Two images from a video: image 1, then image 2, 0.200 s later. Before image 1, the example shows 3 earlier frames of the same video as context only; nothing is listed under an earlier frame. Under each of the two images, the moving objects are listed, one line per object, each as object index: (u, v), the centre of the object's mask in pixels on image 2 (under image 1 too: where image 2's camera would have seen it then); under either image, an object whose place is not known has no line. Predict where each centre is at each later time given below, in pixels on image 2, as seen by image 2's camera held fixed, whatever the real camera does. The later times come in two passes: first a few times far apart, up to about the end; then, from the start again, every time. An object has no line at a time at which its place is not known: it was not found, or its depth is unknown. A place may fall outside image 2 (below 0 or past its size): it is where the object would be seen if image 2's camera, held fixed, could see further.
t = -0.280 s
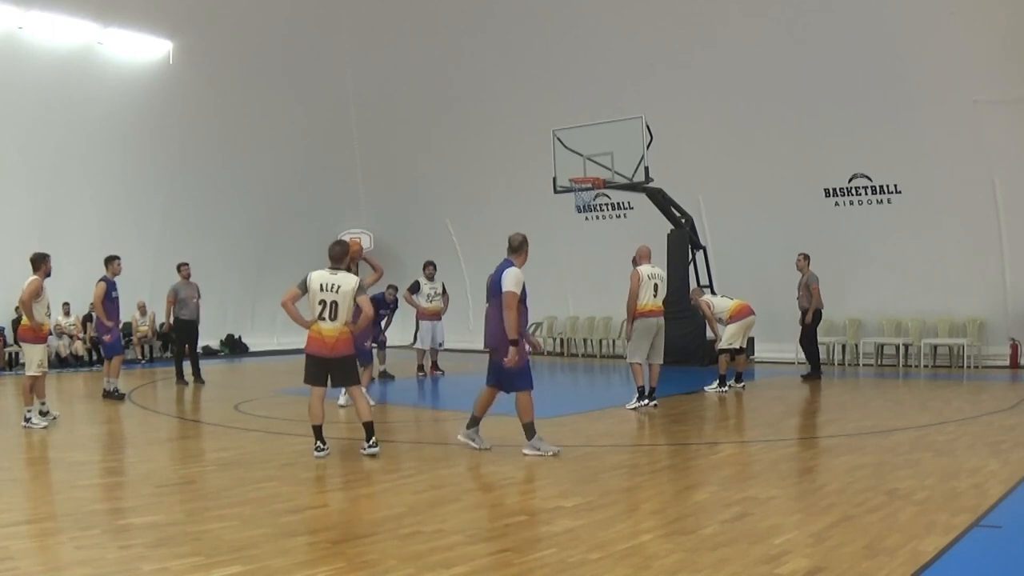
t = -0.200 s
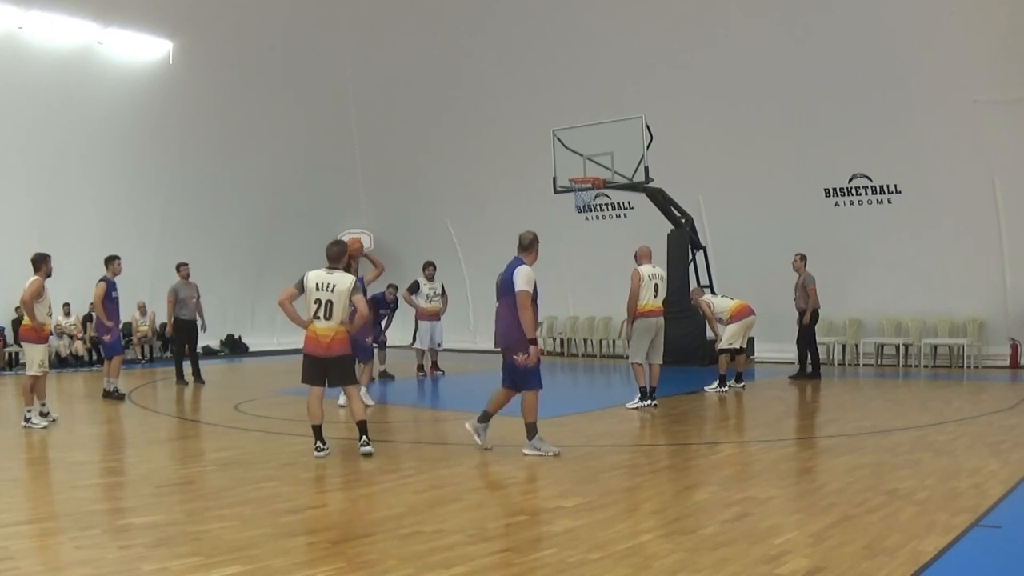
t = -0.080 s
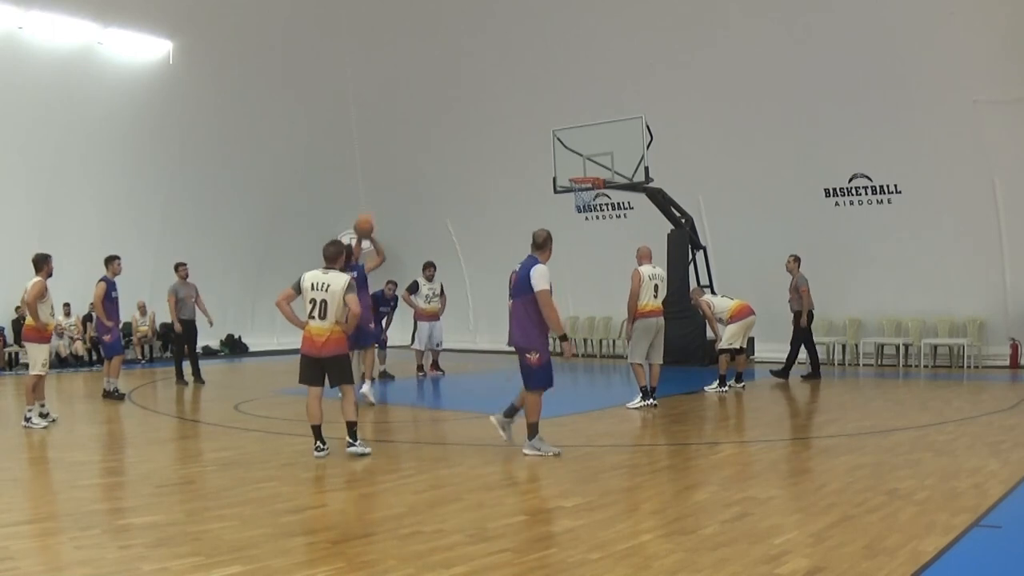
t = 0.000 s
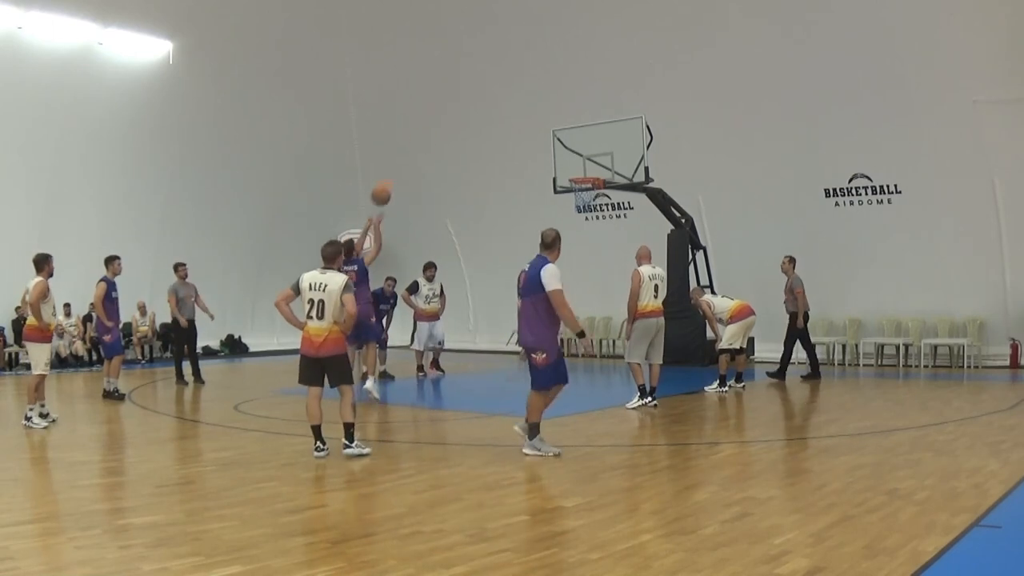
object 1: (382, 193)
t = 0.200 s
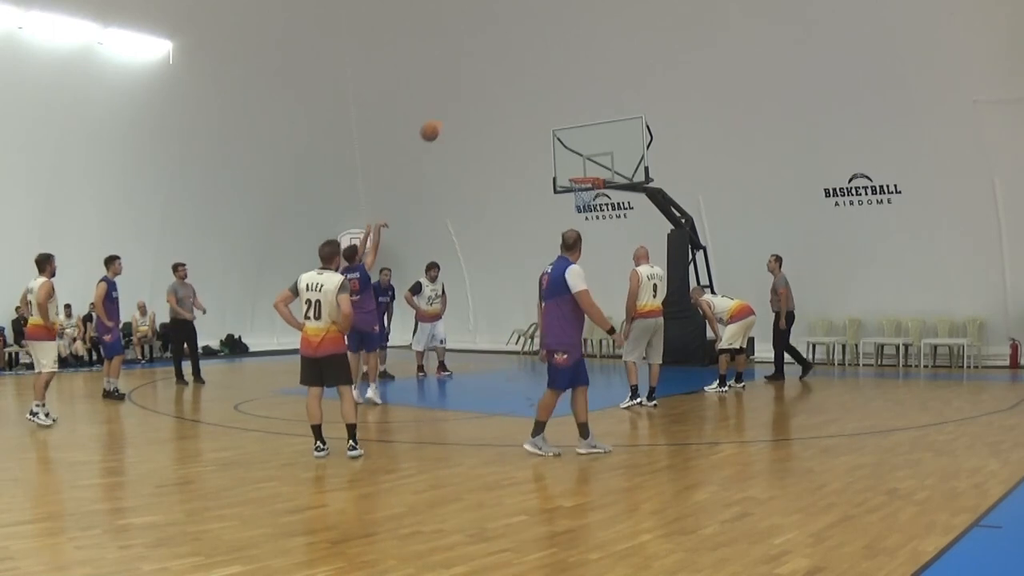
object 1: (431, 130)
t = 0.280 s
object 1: (447, 116)
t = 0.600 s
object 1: (511, 106)
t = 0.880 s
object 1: (560, 152)
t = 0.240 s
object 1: (439, 123)
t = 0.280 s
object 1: (447, 116)
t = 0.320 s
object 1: (456, 111)
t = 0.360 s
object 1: (464, 107)
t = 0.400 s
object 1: (472, 104)
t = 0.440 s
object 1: (481, 102)
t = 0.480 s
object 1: (489, 102)
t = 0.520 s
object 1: (496, 102)
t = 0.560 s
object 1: (504, 104)
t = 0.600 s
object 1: (511, 106)
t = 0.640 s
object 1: (519, 110)
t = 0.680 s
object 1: (526, 114)
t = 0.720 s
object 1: (533, 120)
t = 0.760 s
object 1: (540, 127)
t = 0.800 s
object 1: (547, 134)
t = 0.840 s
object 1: (554, 143)
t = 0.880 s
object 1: (560, 152)
